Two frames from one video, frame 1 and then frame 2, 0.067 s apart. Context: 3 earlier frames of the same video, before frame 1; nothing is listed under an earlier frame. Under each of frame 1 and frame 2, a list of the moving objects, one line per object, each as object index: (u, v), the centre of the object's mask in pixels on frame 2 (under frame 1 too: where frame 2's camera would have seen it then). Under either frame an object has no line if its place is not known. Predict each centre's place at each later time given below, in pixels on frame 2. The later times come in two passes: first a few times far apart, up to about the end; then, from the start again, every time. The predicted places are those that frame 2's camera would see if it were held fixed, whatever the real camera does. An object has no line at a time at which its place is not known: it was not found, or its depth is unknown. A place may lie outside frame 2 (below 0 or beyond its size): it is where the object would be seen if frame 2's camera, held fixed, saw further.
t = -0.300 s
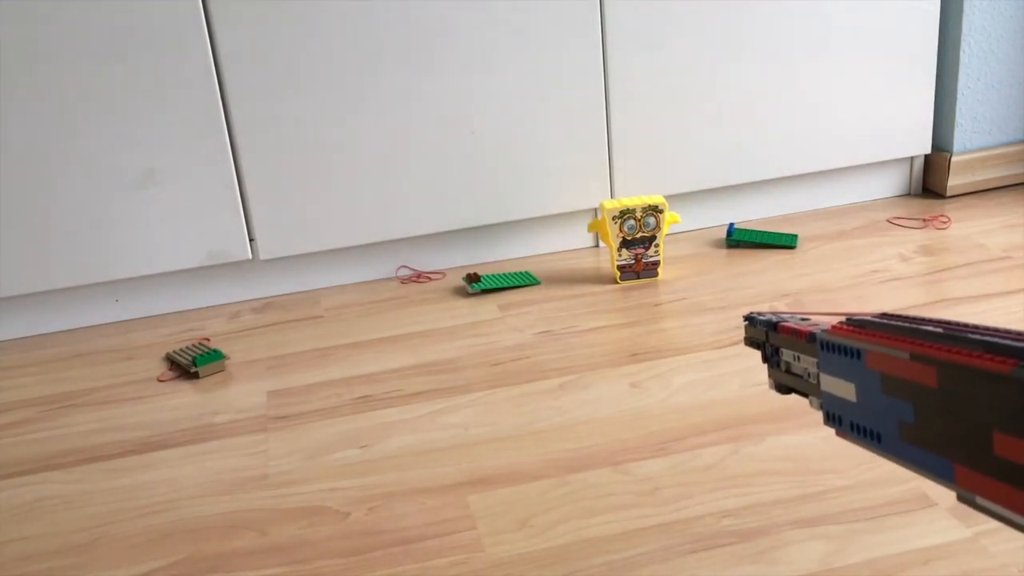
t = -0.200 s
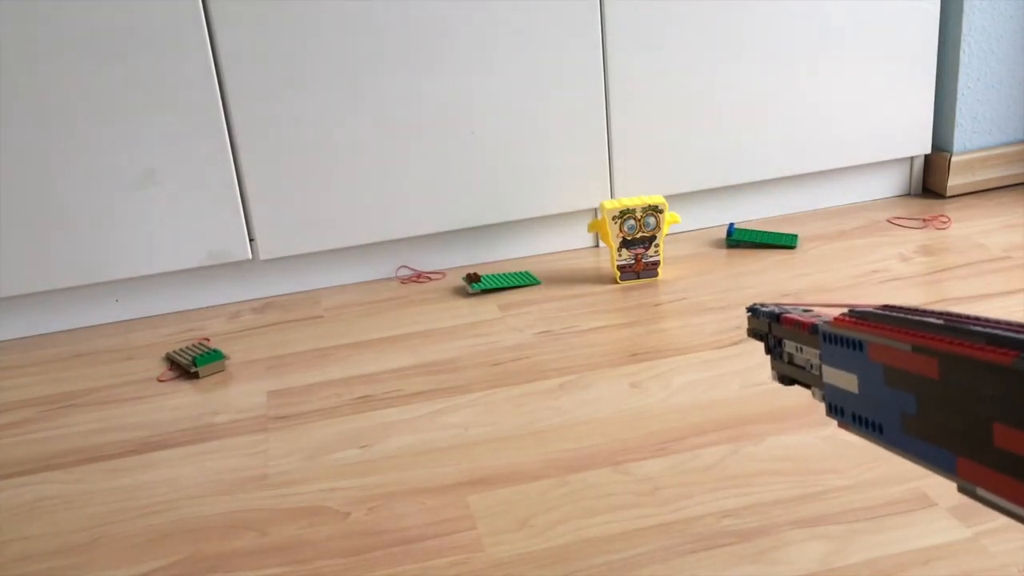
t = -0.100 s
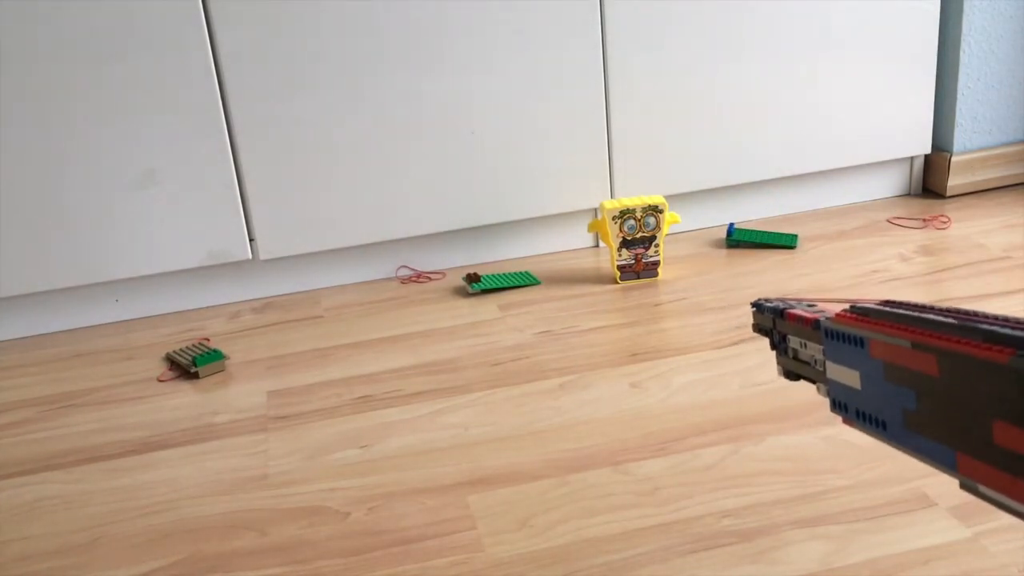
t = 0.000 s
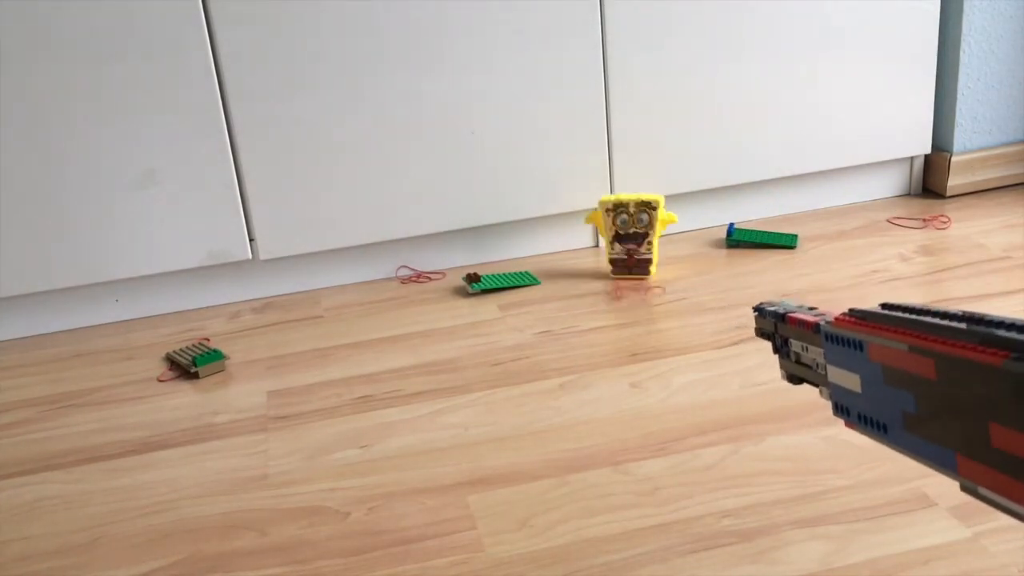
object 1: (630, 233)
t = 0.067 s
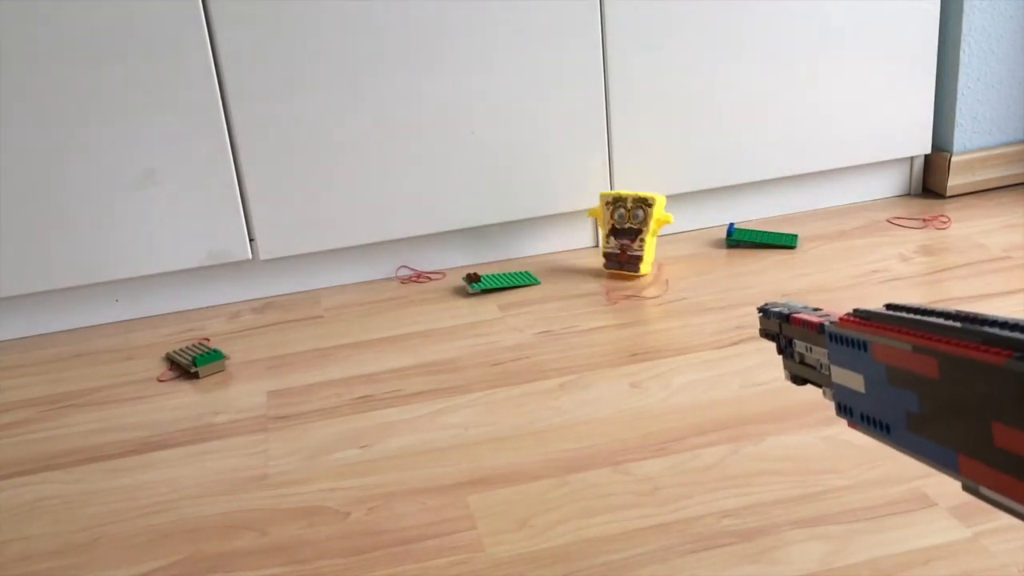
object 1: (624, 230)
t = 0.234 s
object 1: (646, 246)
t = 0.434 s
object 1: (652, 249)
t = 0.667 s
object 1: (652, 249)
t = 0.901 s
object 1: (652, 249)
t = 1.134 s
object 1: (652, 249)
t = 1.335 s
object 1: (652, 249)
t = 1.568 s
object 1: (652, 249)
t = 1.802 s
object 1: (652, 249)
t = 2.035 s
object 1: (652, 249)
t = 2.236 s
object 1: (652, 249)
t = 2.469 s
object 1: (652, 249)
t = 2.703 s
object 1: (652, 249)
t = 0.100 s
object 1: (625, 228)
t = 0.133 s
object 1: (626, 227)
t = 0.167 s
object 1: (631, 233)
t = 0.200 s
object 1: (641, 236)
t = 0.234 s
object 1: (646, 246)
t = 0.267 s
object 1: (650, 251)
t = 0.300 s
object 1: (651, 247)
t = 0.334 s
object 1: (652, 248)
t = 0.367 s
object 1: (652, 249)
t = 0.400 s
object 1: (652, 249)
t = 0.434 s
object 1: (652, 249)
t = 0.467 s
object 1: (652, 249)
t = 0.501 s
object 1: (652, 249)
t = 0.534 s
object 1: (652, 249)
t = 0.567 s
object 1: (652, 249)
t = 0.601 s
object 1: (652, 249)
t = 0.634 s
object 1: (652, 249)
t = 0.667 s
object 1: (652, 249)
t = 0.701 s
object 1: (652, 249)
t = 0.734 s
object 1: (652, 249)
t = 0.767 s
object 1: (652, 249)
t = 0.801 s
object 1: (652, 249)
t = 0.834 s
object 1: (652, 249)
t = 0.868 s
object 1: (652, 249)
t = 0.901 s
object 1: (652, 249)
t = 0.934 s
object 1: (652, 249)
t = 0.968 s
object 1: (652, 249)
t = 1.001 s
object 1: (652, 249)
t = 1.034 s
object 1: (652, 249)
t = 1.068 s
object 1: (652, 249)
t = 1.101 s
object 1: (652, 249)
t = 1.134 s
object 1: (652, 249)
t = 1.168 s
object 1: (652, 249)
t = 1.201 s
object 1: (652, 249)
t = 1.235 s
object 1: (652, 249)
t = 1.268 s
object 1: (652, 249)
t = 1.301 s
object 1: (652, 249)
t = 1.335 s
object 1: (652, 249)
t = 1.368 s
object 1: (652, 249)
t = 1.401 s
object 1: (652, 249)
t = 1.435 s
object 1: (652, 249)
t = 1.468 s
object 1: (652, 249)
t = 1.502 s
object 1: (652, 249)
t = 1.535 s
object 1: (652, 249)
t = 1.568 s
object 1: (652, 249)
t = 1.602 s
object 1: (652, 249)
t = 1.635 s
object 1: (652, 249)
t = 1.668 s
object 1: (652, 249)
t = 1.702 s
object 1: (652, 249)
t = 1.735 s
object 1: (652, 249)
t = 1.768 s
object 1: (652, 249)
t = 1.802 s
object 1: (652, 249)
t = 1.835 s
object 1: (652, 249)
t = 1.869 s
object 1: (652, 249)
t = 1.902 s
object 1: (652, 249)
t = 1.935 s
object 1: (652, 249)
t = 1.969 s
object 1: (652, 249)
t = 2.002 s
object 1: (652, 249)
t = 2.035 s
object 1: (652, 249)
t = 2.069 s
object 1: (652, 249)
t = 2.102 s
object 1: (652, 249)
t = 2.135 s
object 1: (652, 249)
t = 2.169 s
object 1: (652, 249)
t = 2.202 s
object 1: (652, 249)
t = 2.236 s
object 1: (652, 249)
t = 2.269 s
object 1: (652, 249)
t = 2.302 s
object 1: (652, 249)
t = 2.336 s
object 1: (652, 249)
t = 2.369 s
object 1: (652, 249)
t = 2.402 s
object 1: (652, 249)
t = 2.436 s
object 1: (652, 249)
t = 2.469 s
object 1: (652, 249)
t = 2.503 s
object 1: (652, 249)
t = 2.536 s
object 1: (652, 249)
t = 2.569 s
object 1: (652, 249)
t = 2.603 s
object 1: (652, 249)
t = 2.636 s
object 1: (652, 249)
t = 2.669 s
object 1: (652, 249)
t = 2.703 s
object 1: (652, 249)
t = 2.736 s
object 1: (652, 249)
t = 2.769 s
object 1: (652, 249)
